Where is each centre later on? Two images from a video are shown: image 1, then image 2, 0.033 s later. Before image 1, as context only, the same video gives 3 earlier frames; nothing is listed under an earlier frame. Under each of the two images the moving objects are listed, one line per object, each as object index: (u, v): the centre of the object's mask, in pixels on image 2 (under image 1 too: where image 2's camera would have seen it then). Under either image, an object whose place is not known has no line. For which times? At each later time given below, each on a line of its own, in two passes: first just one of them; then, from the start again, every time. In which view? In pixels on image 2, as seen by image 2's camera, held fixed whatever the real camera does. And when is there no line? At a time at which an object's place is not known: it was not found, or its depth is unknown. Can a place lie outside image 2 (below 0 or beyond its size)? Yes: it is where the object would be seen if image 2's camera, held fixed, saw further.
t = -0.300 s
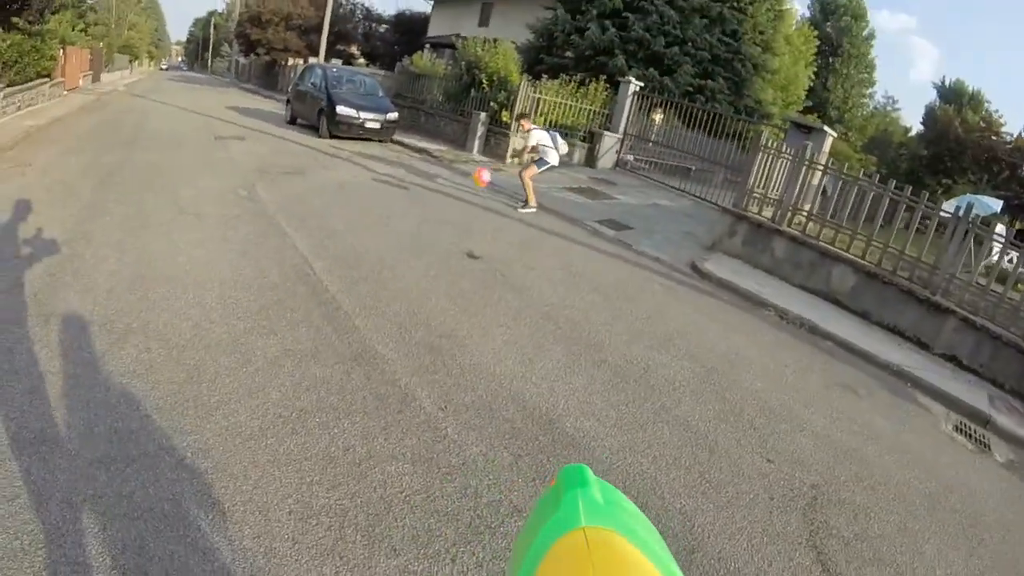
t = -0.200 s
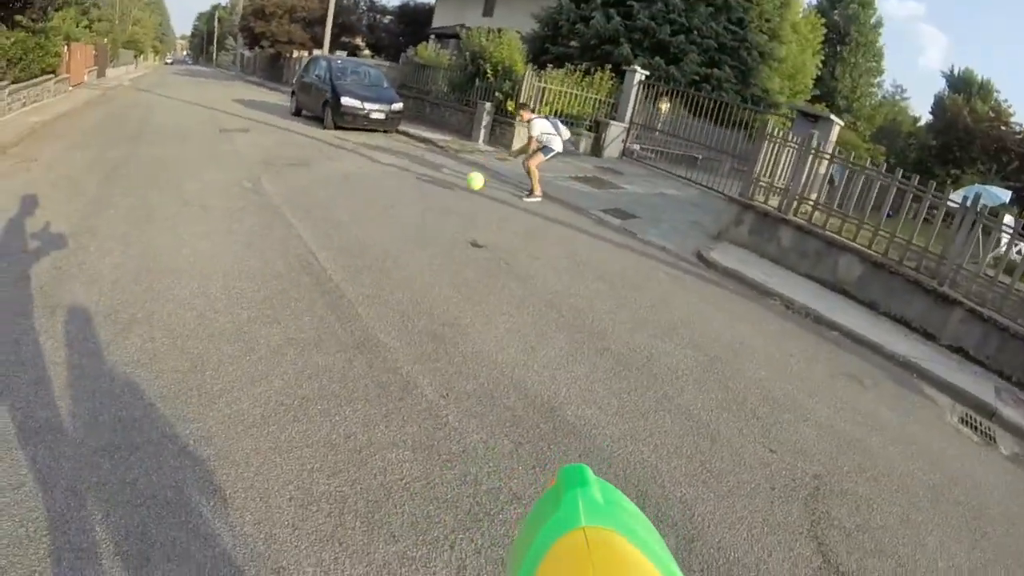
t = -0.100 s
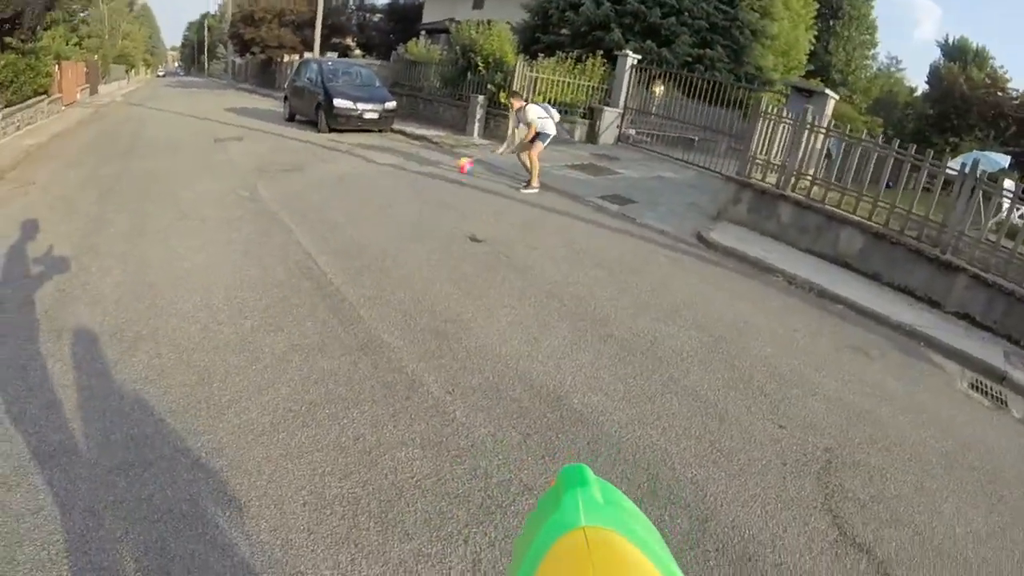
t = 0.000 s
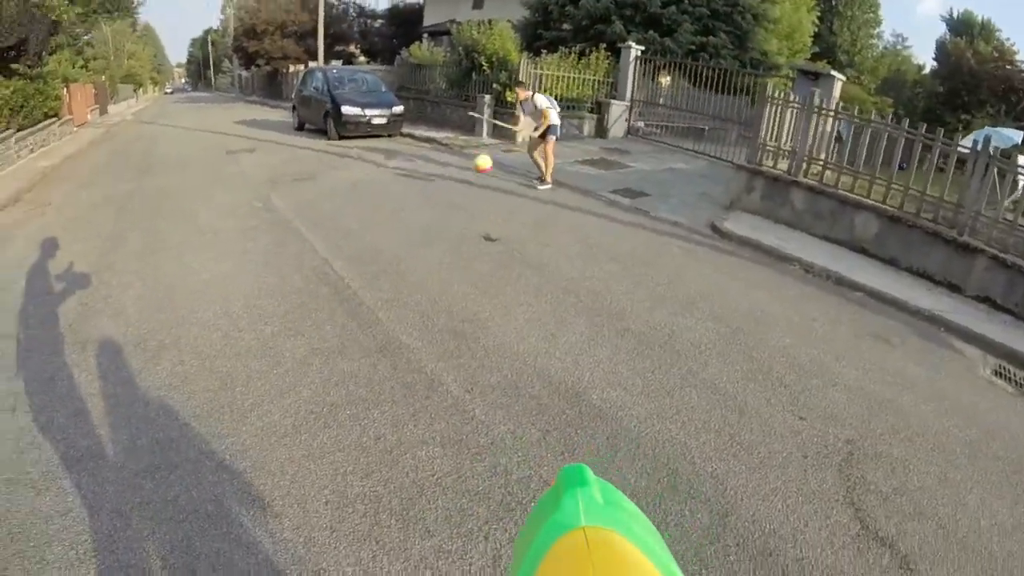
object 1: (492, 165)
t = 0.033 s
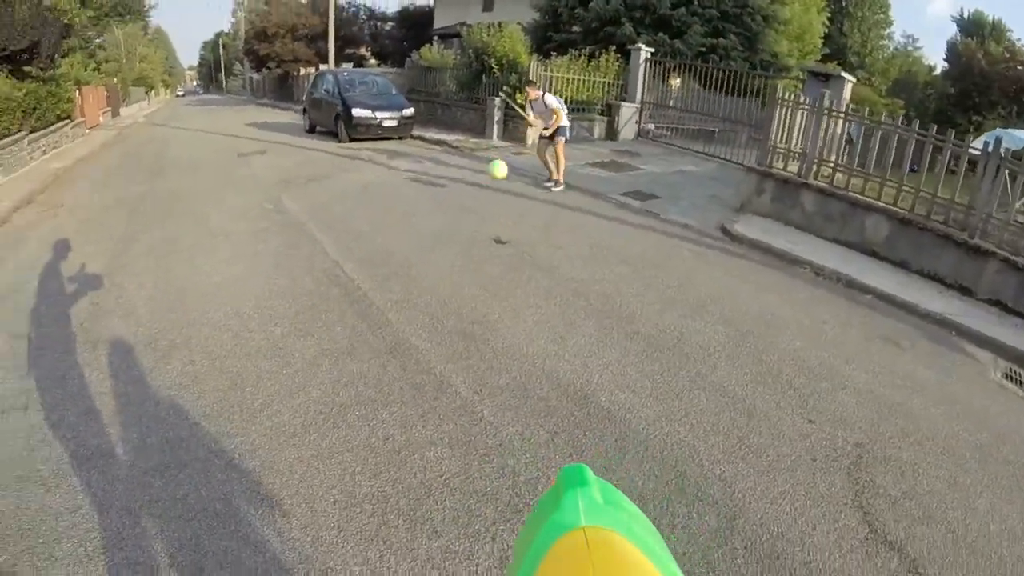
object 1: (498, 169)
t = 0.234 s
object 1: (542, 223)
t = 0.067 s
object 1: (504, 173)
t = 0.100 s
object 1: (511, 180)
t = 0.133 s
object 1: (518, 187)
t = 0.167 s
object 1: (524, 196)
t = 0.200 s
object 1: (533, 209)
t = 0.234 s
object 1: (542, 223)
